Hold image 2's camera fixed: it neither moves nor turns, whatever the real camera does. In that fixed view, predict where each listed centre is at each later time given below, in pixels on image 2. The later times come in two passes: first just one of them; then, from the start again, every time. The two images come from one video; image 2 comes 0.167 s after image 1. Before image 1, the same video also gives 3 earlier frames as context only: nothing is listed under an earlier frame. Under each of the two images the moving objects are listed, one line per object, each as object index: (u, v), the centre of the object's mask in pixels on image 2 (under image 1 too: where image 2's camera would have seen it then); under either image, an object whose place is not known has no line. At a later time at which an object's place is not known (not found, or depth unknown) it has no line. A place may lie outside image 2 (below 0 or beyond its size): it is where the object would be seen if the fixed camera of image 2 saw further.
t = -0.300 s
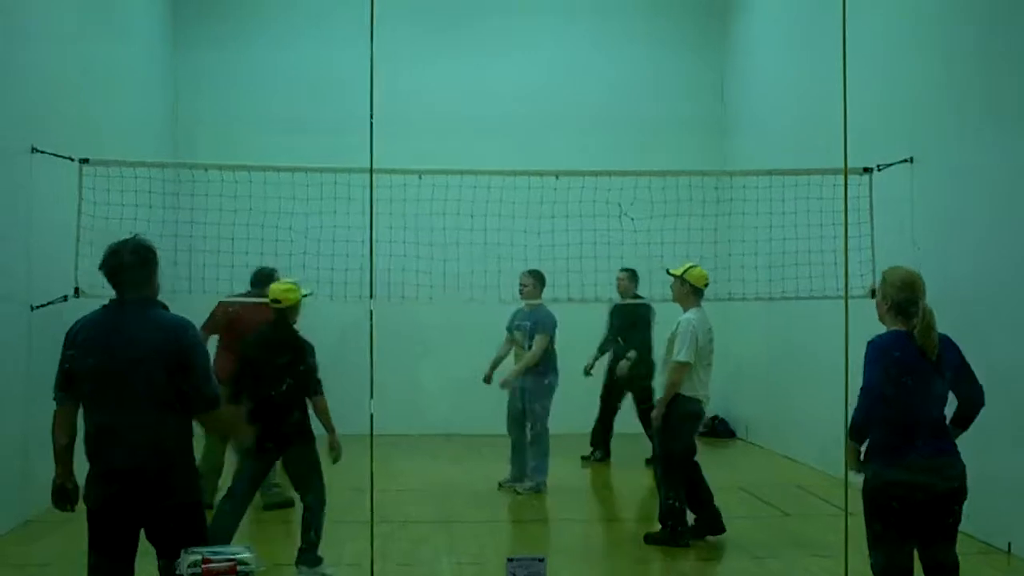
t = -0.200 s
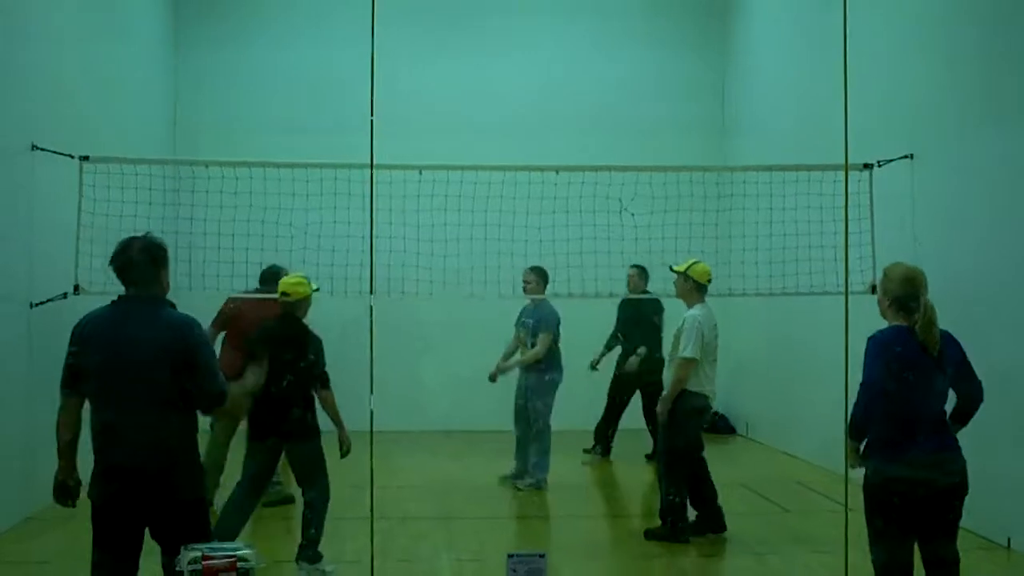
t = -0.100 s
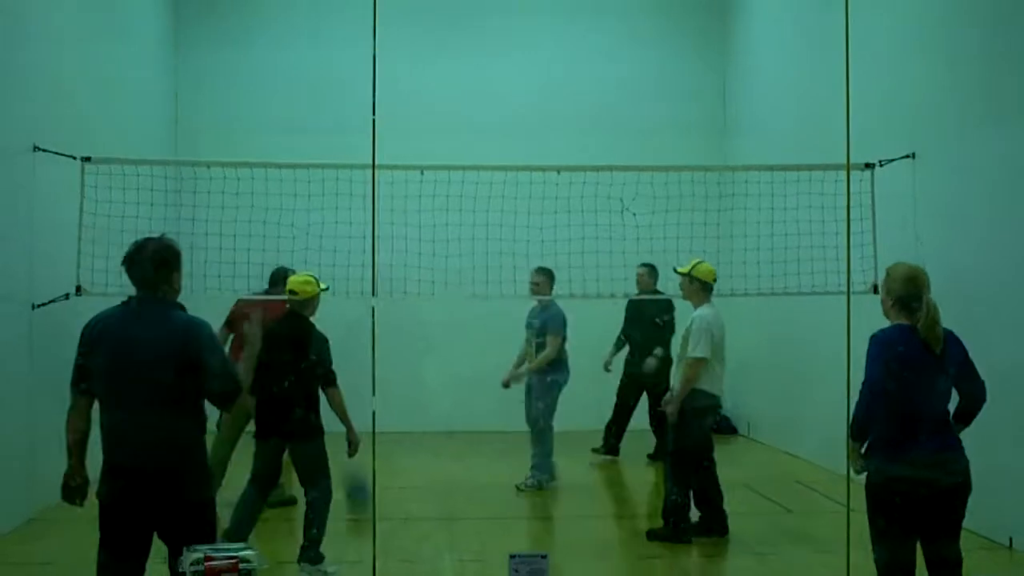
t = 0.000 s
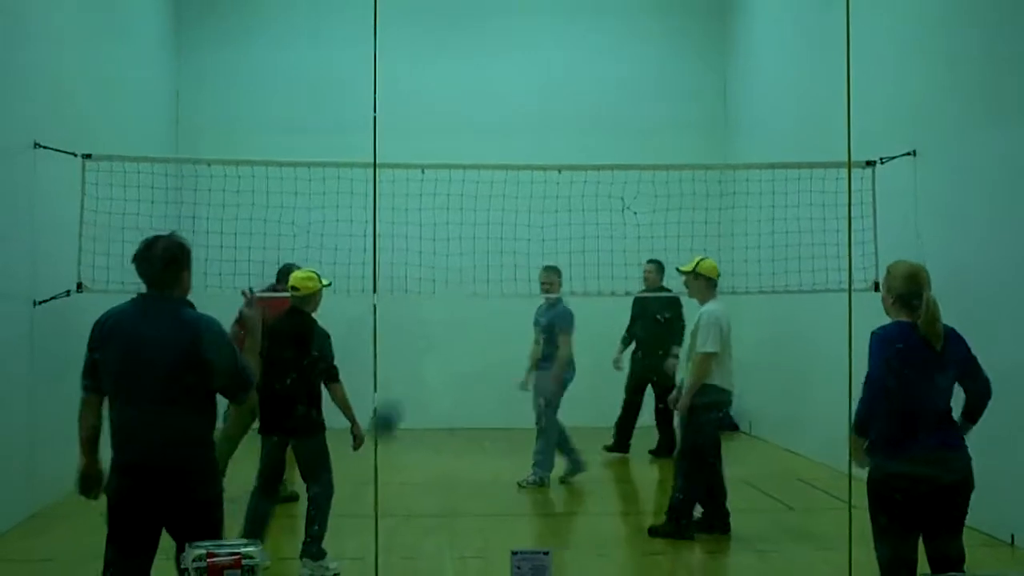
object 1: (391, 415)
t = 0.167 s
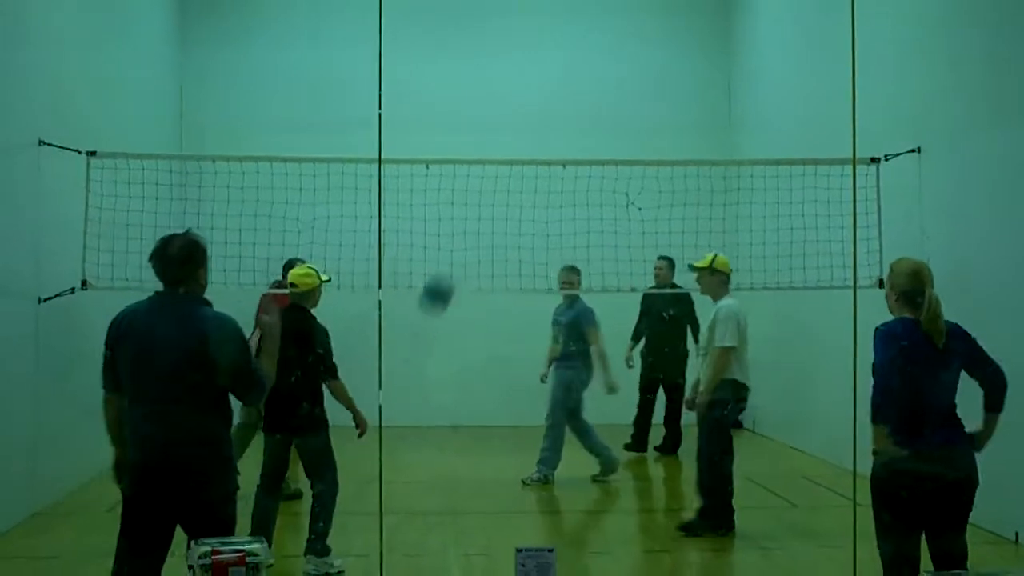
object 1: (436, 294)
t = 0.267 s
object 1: (470, 233)
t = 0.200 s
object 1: (447, 273)
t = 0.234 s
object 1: (459, 252)
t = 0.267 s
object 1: (470, 233)
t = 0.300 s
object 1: (481, 215)
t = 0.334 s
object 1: (494, 197)
